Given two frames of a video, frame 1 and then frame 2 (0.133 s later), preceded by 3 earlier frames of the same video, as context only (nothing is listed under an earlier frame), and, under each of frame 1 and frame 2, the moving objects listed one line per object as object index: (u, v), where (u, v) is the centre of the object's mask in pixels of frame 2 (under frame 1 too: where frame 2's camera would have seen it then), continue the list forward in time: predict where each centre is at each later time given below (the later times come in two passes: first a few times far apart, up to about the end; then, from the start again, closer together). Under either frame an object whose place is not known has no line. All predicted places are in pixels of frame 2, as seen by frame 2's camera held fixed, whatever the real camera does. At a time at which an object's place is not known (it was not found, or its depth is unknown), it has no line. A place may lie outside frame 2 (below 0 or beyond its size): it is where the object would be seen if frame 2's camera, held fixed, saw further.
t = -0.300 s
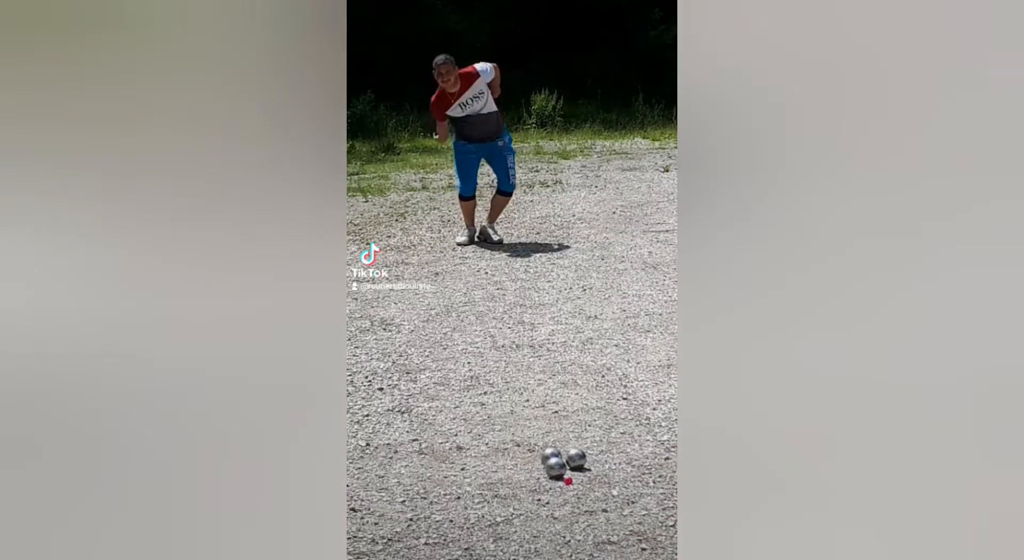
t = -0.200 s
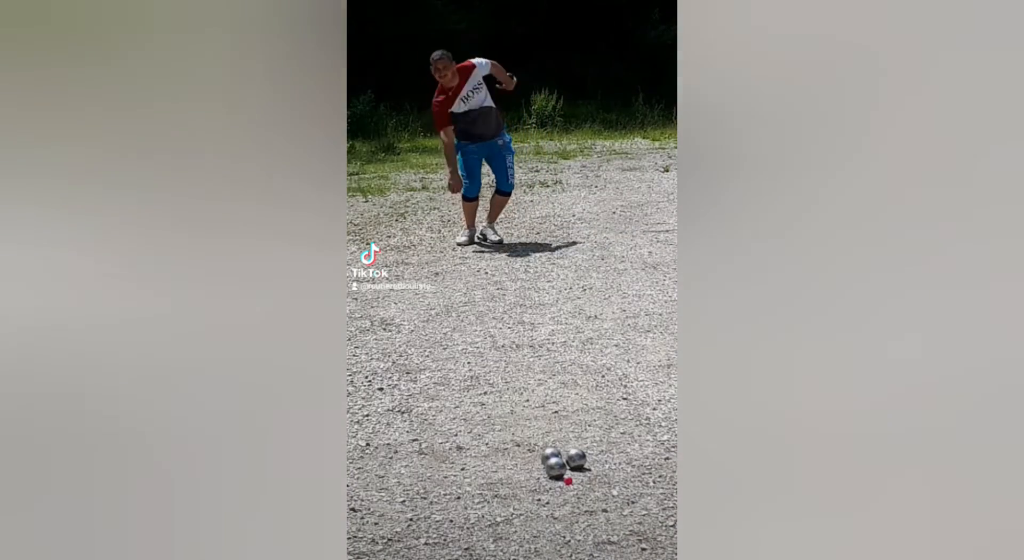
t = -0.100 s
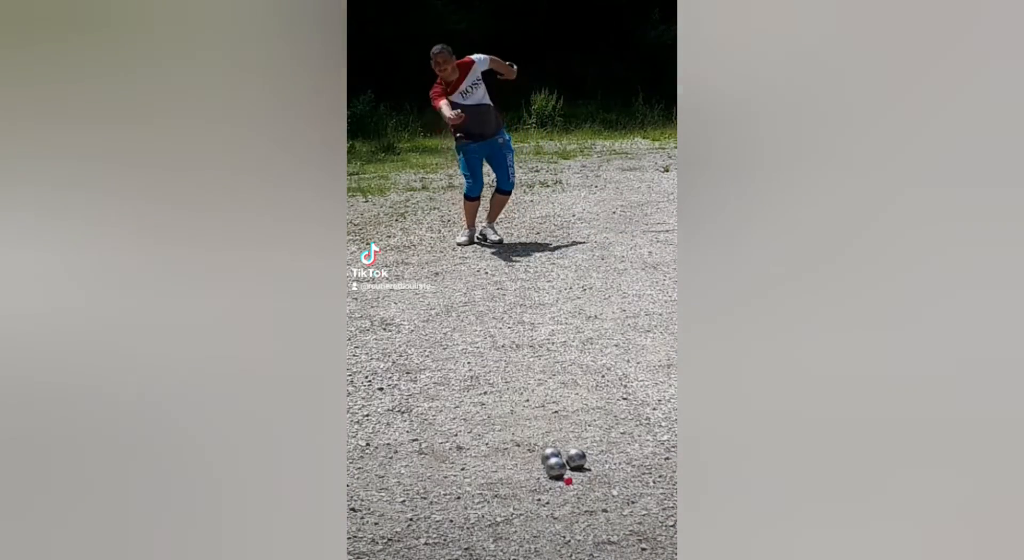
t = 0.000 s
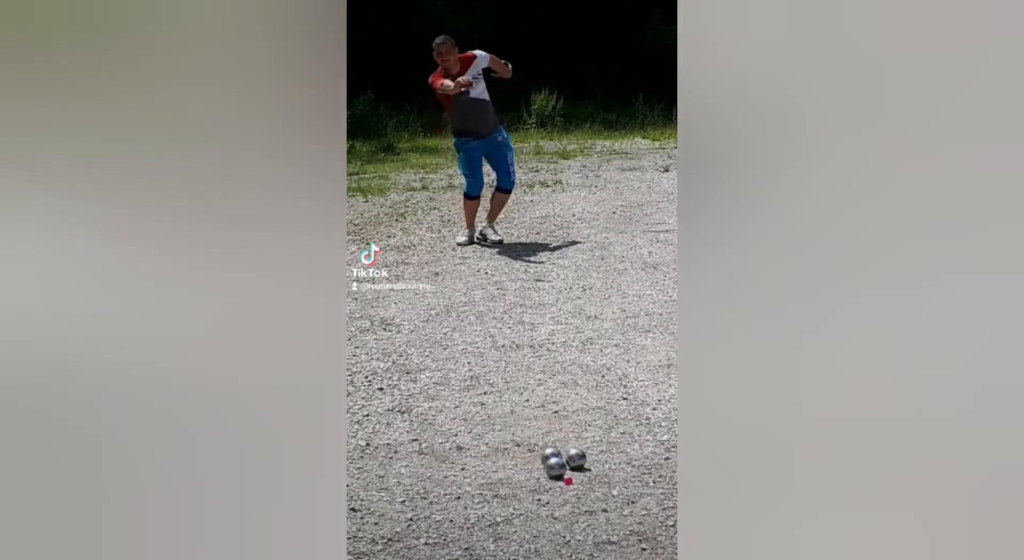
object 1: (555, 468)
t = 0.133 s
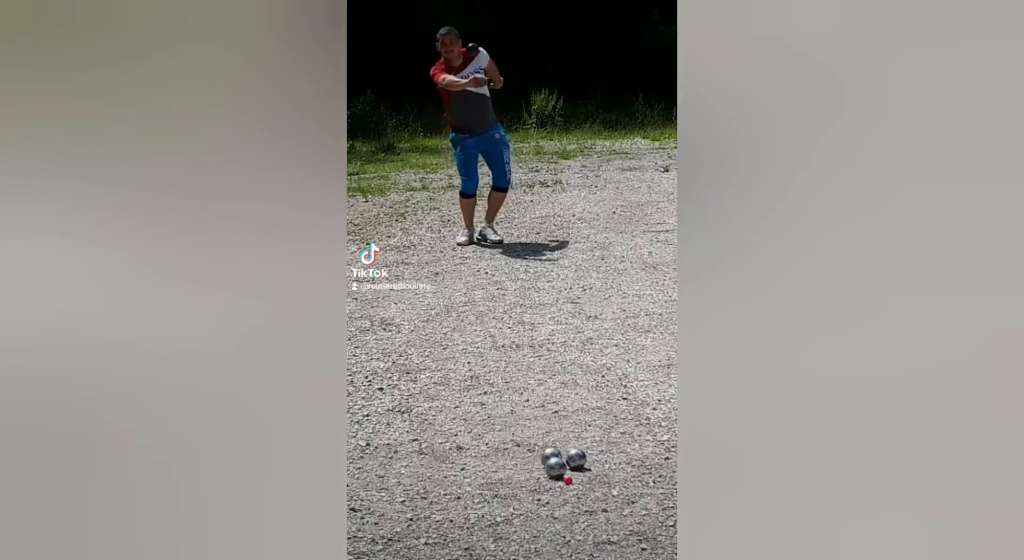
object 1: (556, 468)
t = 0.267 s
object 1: (556, 468)
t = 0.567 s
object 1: (556, 468)
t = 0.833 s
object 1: (555, 468)
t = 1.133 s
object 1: (471, 469)
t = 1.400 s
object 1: (427, 471)
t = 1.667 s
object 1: (400, 471)
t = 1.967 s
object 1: (394, 477)
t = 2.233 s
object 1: (393, 480)
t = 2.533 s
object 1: (391, 484)
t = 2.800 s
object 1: (391, 484)
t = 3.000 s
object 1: (391, 484)
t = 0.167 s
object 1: (556, 468)
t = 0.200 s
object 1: (556, 468)
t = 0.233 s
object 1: (556, 468)
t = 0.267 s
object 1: (556, 468)
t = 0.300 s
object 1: (556, 468)
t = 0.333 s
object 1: (556, 468)
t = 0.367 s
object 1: (556, 468)
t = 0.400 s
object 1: (556, 468)
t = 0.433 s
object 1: (556, 468)
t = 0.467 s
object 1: (556, 468)
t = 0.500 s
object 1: (556, 468)
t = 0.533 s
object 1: (556, 468)
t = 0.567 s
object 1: (556, 468)
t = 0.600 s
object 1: (556, 468)
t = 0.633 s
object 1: (556, 468)
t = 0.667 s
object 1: (556, 468)
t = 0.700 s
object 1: (556, 468)
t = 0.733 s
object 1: (556, 468)
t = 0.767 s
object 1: (556, 468)
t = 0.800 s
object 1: (556, 468)
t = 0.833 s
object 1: (555, 468)
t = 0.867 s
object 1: (550, 467)
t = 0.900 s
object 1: (538, 466)
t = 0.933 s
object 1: (526, 467)
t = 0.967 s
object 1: (516, 466)
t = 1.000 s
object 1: (505, 467)
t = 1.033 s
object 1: (496, 467)
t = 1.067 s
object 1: (487, 468)
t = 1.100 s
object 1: (479, 468)
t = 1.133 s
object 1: (471, 469)
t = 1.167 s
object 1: (465, 468)
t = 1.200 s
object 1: (459, 468)
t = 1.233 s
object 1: (453, 468)
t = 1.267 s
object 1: (448, 469)
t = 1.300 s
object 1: (442, 471)
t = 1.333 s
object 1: (437, 471)
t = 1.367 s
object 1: (432, 471)
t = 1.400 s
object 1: (427, 471)
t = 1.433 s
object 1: (423, 471)
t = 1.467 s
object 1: (419, 471)
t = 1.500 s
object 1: (415, 472)
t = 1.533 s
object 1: (411, 472)
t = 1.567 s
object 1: (407, 472)
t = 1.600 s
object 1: (404, 471)
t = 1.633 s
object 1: (401, 471)
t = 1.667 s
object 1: (400, 471)
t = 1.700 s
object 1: (398, 471)
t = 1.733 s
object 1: (397, 473)
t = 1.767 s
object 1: (396, 473)
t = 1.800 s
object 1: (395, 474)
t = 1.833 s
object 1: (395, 474)
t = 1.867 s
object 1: (394, 475)
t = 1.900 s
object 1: (394, 475)
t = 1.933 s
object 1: (394, 476)
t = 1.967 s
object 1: (394, 477)
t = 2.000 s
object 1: (395, 477)
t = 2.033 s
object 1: (395, 477)
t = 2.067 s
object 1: (395, 478)
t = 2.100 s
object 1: (395, 478)
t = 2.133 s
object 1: (394, 478)
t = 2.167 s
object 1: (394, 479)
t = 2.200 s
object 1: (393, 480)
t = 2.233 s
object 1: (393, 480)
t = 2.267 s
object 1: (392, 481)
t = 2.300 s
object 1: (392, 482)
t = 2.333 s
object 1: (392, 482)
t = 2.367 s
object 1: (391, 484)
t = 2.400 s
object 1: (391, 484)
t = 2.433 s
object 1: (391, 484)
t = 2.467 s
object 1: (391, 484)
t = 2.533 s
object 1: (391, 484)
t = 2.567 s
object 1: (391, 484)
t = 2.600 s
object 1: (391, 484)
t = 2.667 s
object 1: (391, 484)
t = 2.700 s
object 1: (391, 484)
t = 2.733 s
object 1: (391, 484)
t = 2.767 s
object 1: (391, 484)
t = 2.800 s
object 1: (391, 484)
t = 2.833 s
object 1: (391, 484)
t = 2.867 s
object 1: (391, 484)
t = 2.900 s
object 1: (391, 484)
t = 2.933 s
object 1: (391, 484)
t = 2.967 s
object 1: (391, 484)
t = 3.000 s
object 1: (391, 484)
